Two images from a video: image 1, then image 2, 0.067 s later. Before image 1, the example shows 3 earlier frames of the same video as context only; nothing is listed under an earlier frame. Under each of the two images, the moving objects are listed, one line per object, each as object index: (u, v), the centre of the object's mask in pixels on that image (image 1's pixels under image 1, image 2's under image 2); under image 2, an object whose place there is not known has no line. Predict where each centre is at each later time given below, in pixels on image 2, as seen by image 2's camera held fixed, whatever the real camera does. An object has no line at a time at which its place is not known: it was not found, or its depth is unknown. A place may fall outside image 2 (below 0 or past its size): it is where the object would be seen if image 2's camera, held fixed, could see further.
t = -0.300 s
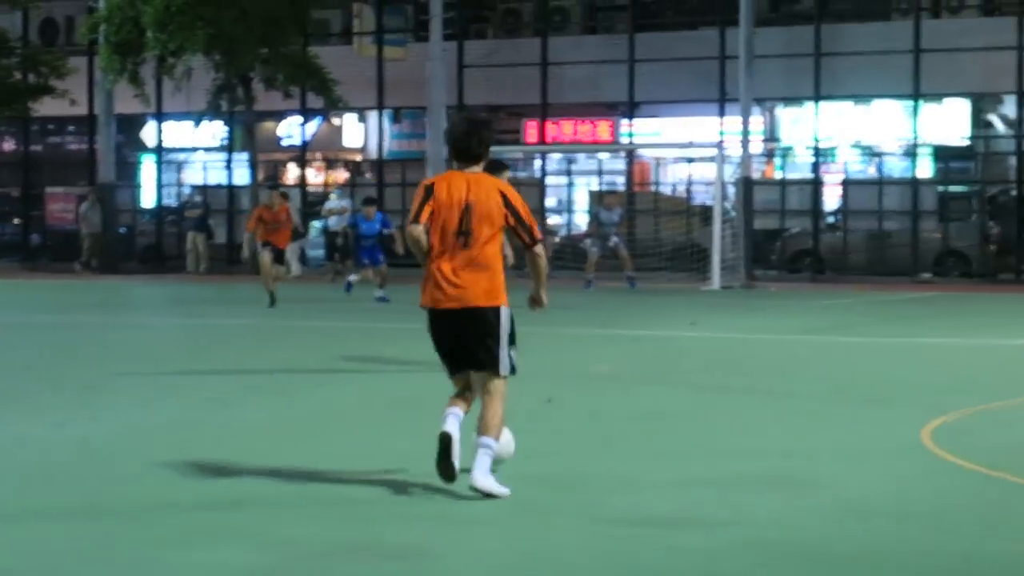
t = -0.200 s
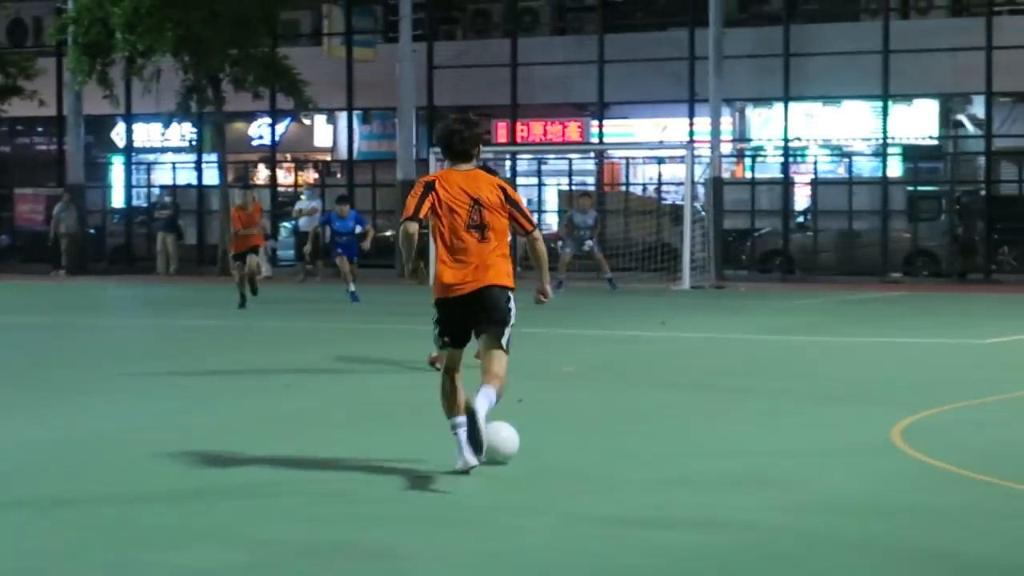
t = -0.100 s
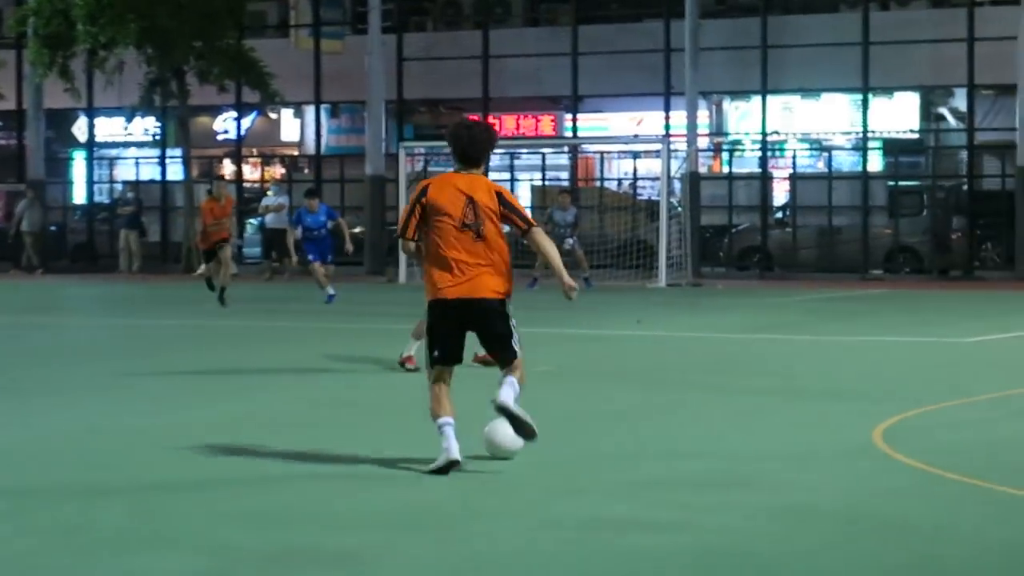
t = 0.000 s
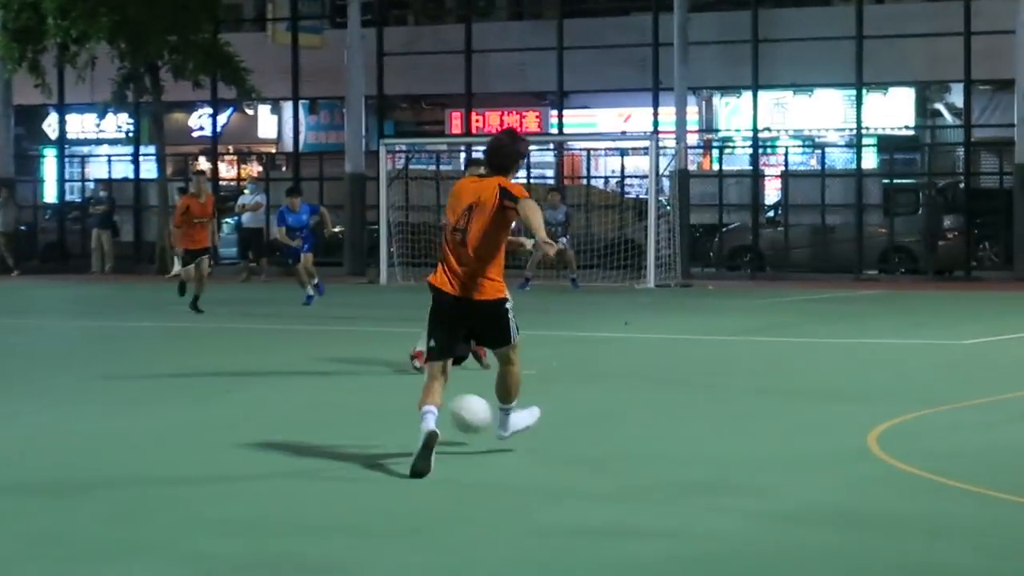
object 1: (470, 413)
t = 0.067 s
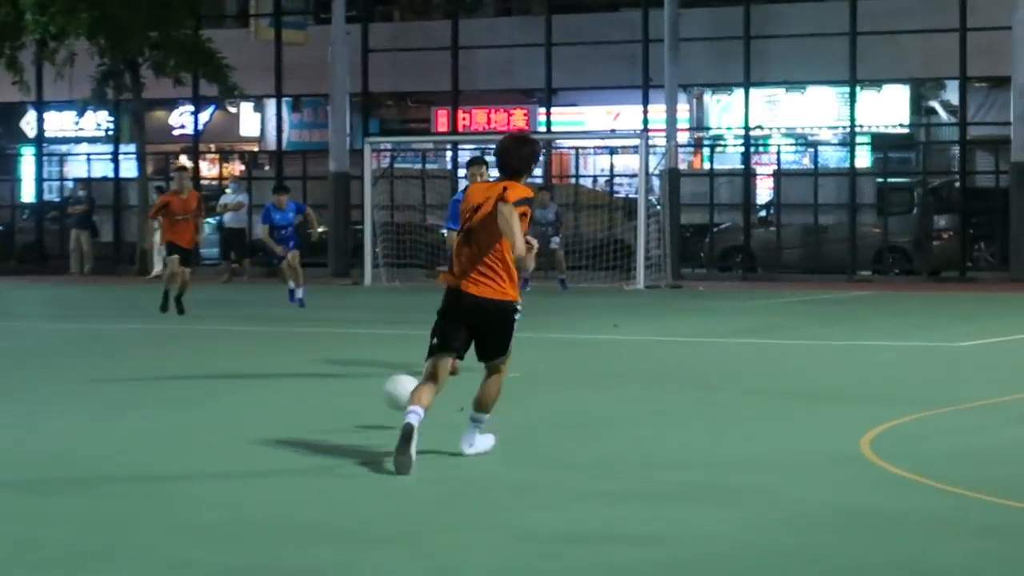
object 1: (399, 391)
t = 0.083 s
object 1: (394, 387)
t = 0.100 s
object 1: (382, 383)
